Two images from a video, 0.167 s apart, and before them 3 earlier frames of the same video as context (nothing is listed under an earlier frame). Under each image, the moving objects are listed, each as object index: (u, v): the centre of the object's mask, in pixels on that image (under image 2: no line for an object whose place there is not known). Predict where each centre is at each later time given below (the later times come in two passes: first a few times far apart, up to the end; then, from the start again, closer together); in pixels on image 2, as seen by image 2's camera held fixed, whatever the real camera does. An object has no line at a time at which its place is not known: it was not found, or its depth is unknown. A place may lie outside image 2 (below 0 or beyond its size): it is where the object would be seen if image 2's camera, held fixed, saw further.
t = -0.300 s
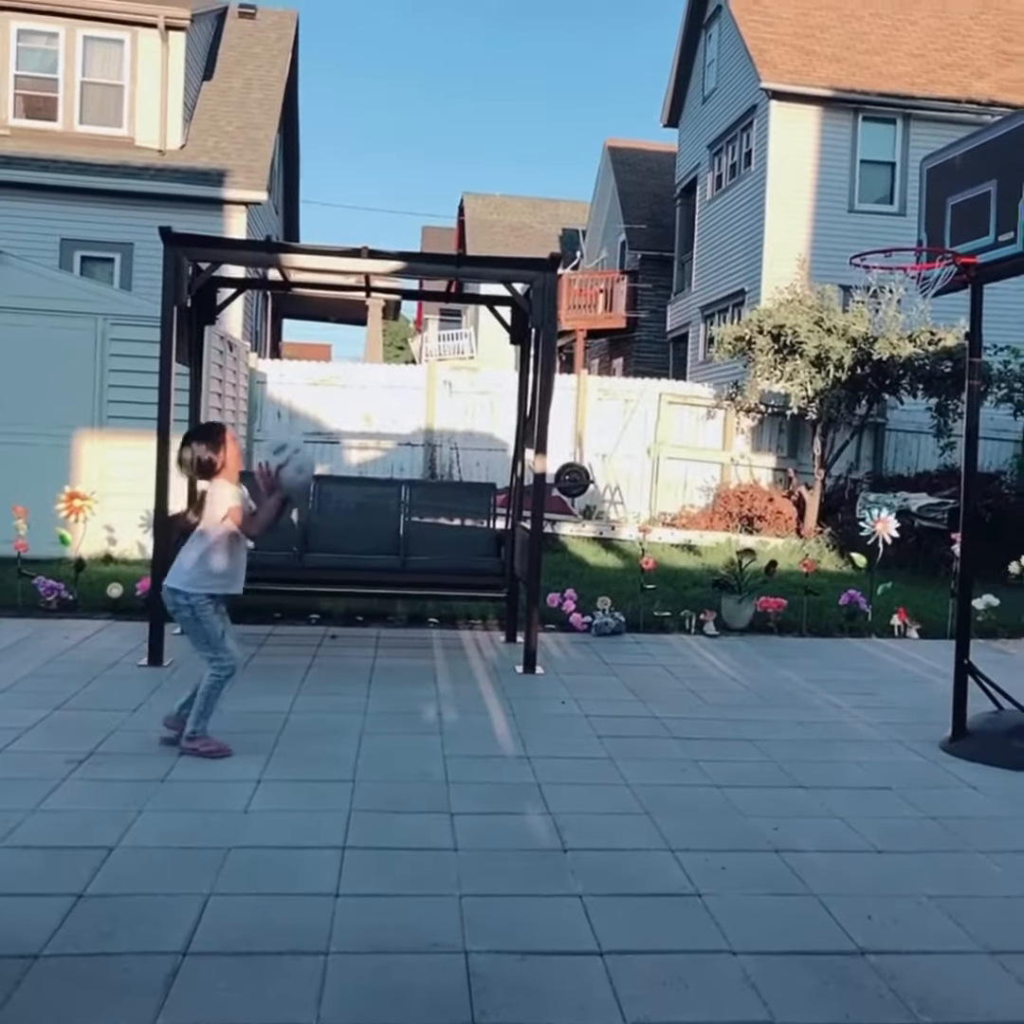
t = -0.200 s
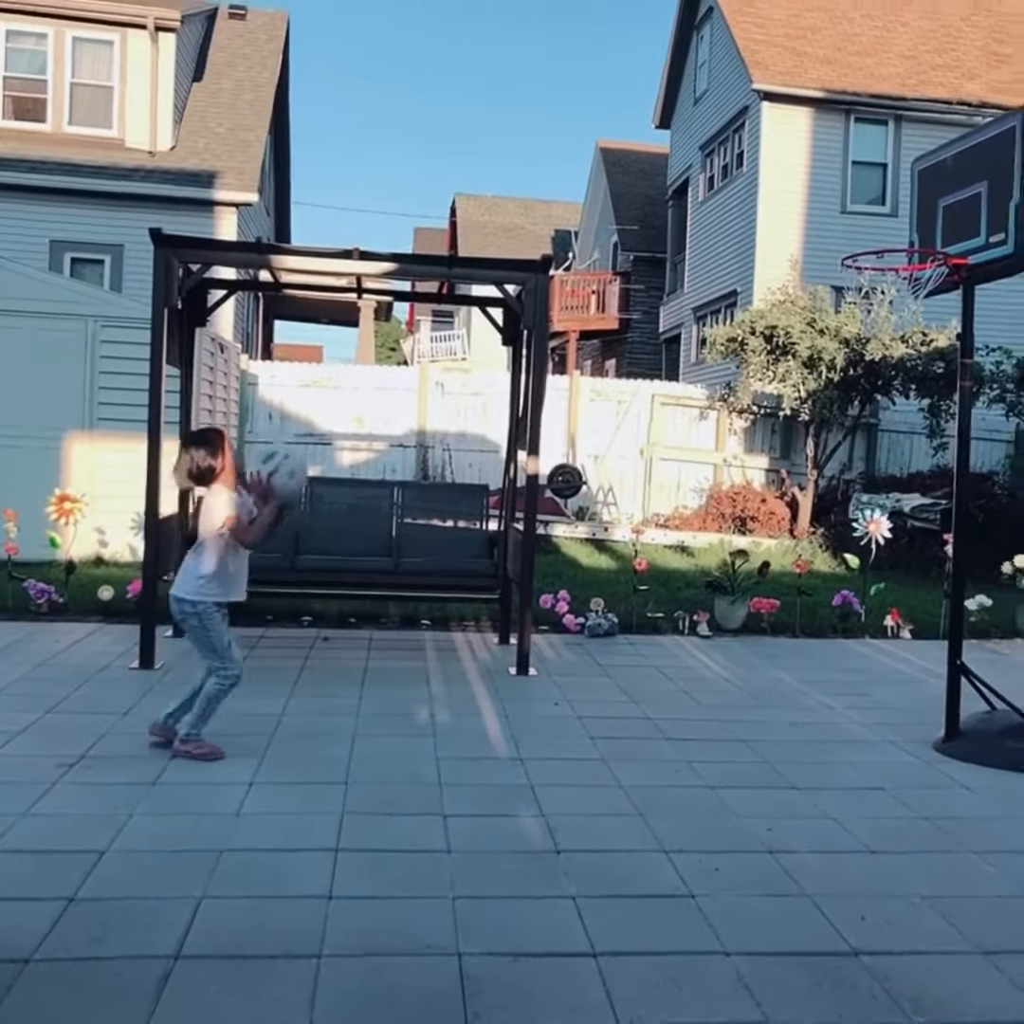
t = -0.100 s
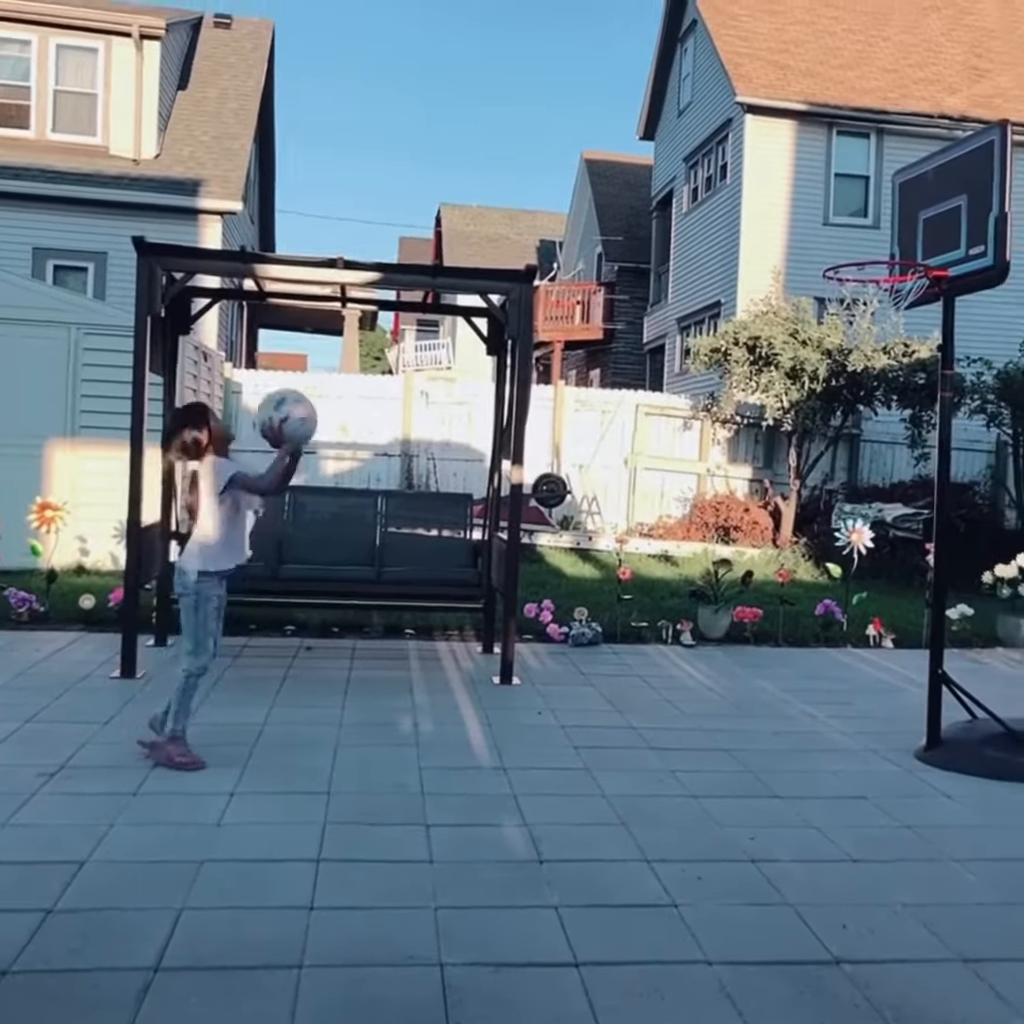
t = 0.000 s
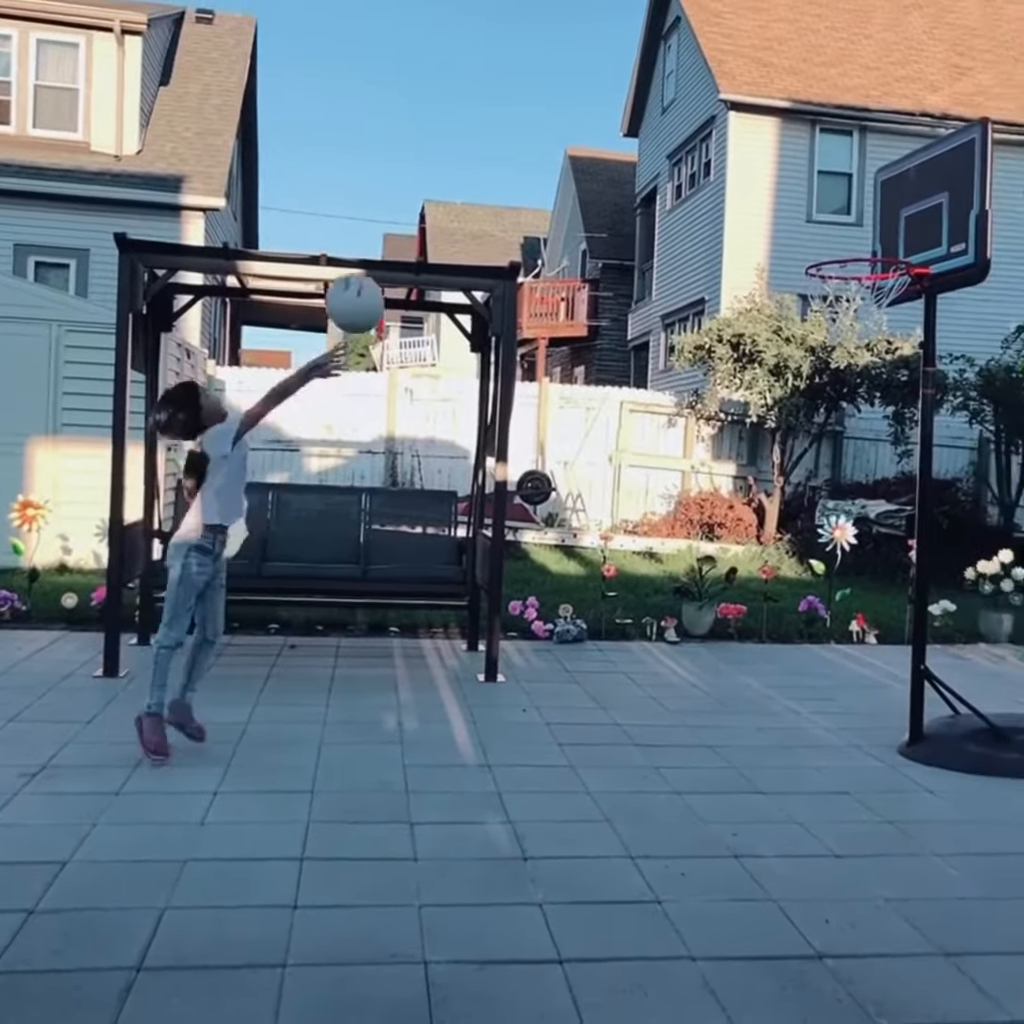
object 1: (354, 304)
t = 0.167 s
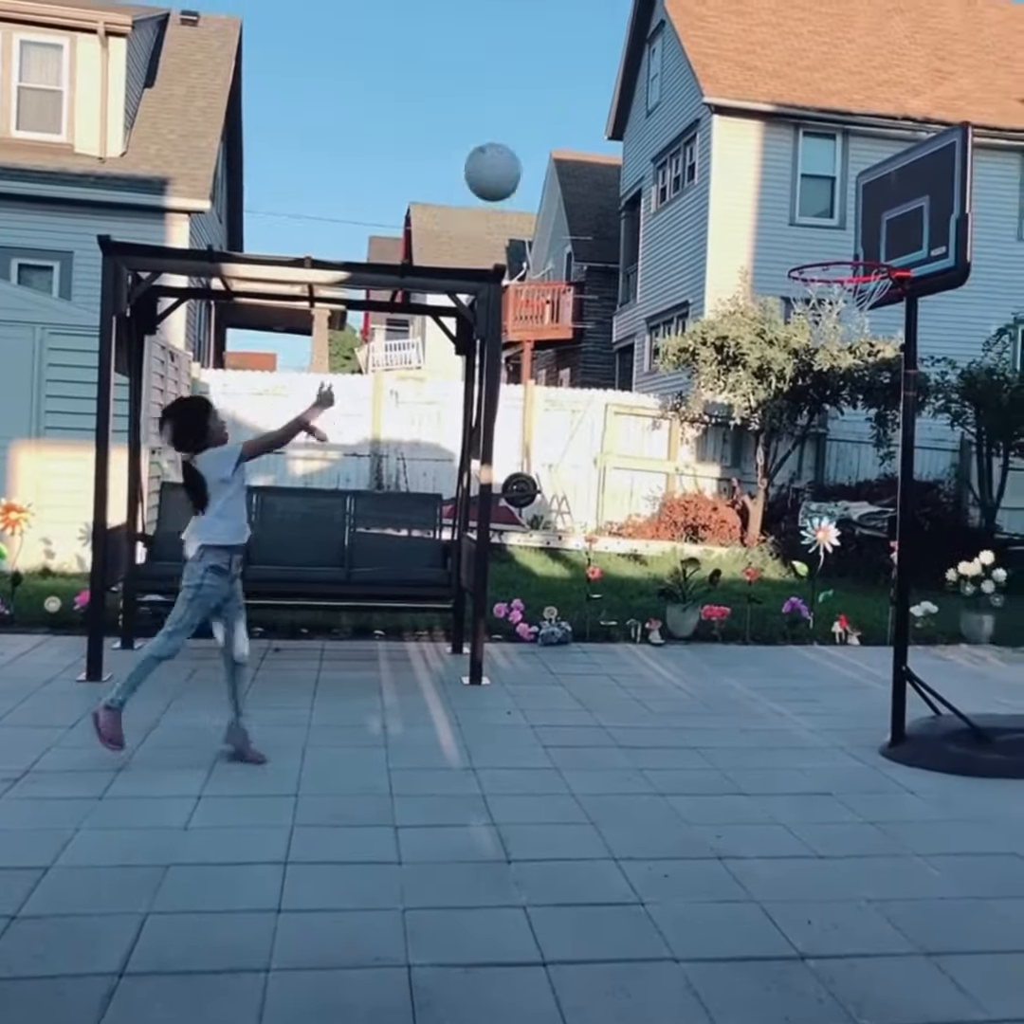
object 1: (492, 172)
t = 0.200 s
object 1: (521, 155)
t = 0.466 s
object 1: (734, 130)
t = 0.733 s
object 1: (822, 244)
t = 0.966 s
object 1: (718, 213)
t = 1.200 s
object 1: (617, 289)
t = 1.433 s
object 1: (516, 495)
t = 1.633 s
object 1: (430, 667)
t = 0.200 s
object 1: (521, 155)
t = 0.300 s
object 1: (605, 123)
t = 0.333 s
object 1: (632, 119)
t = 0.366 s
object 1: (658, 117)
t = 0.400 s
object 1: (684, 118)
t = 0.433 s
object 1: (709, 122)
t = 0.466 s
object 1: (734, 130)
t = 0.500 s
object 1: (758, 139)
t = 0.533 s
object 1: (781, 150)
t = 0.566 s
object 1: (804, 164)
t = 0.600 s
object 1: (828, 181)
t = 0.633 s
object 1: (849, 200)
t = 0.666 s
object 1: (850, 216)
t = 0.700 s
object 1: (836, 231)
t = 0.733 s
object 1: (822, 244)
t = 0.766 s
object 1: (809, 246)
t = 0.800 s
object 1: (795, 237)
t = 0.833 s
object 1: (780, 226)
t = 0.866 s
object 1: (765, 218)
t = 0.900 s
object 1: (751, 214)
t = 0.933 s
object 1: (736, 211)
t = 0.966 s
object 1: (718, 213)
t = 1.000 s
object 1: (702, 216)
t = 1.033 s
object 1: (692, 220)
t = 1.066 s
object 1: (678, 227)
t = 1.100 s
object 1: (662, 239)
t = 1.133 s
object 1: (647, 253)
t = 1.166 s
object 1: (632, 270)
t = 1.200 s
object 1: (617, 289)
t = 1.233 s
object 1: (602, 310)
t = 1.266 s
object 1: (588, 334)
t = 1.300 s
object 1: (572, 363)
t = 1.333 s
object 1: (558, 391)
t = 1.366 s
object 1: (544, 424)
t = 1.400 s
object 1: (530, 458)
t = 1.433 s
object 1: (516, 495)
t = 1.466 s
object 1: (500, 533)
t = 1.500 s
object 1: (485, 575)
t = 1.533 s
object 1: (470, 619)
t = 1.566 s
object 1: (455, 666)
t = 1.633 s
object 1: (430, 667)
